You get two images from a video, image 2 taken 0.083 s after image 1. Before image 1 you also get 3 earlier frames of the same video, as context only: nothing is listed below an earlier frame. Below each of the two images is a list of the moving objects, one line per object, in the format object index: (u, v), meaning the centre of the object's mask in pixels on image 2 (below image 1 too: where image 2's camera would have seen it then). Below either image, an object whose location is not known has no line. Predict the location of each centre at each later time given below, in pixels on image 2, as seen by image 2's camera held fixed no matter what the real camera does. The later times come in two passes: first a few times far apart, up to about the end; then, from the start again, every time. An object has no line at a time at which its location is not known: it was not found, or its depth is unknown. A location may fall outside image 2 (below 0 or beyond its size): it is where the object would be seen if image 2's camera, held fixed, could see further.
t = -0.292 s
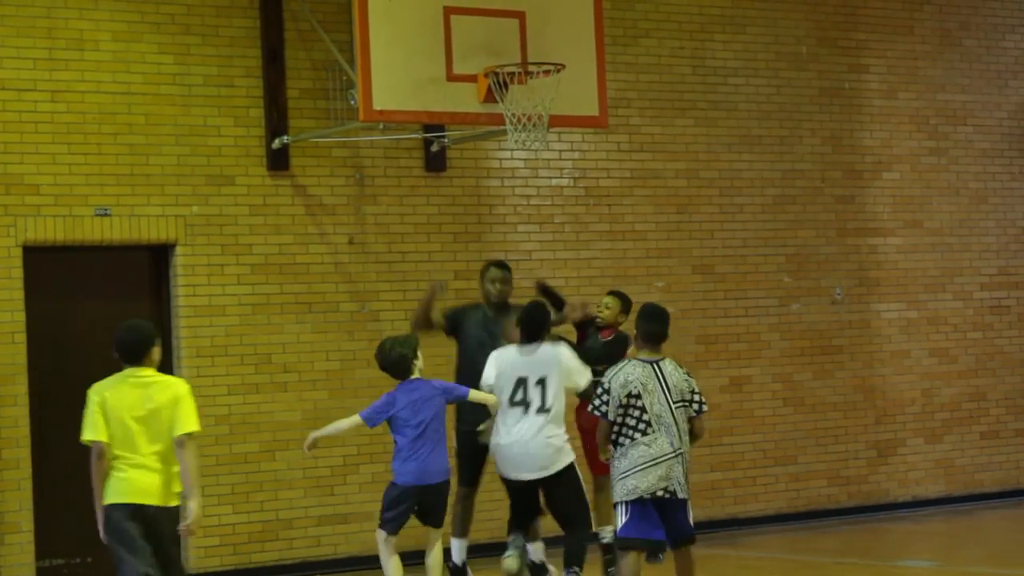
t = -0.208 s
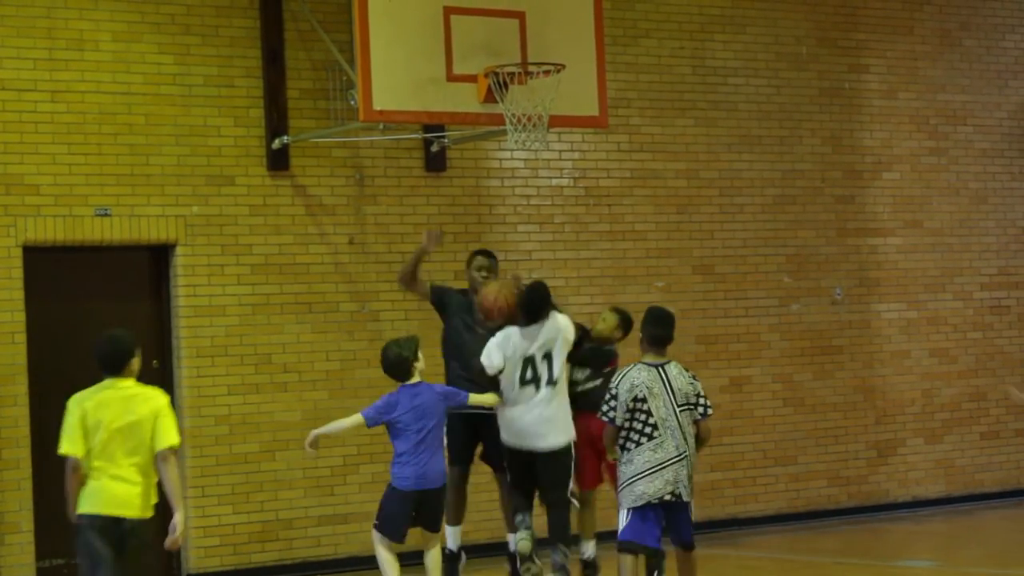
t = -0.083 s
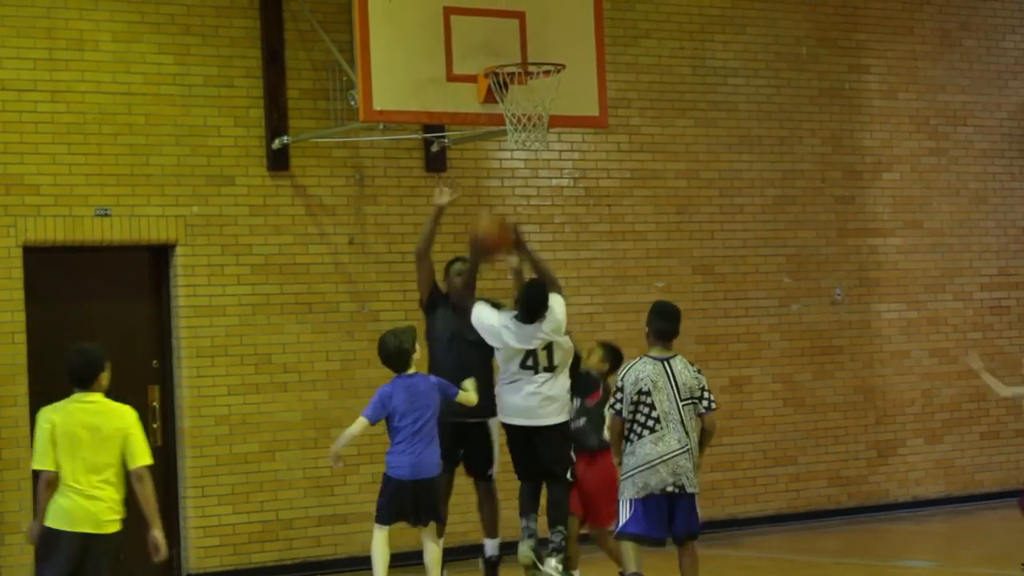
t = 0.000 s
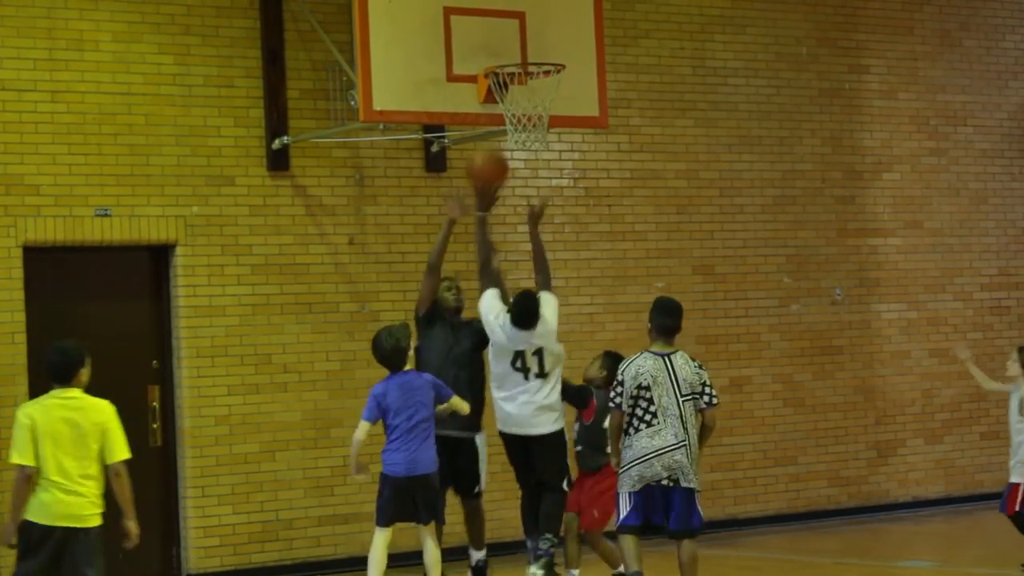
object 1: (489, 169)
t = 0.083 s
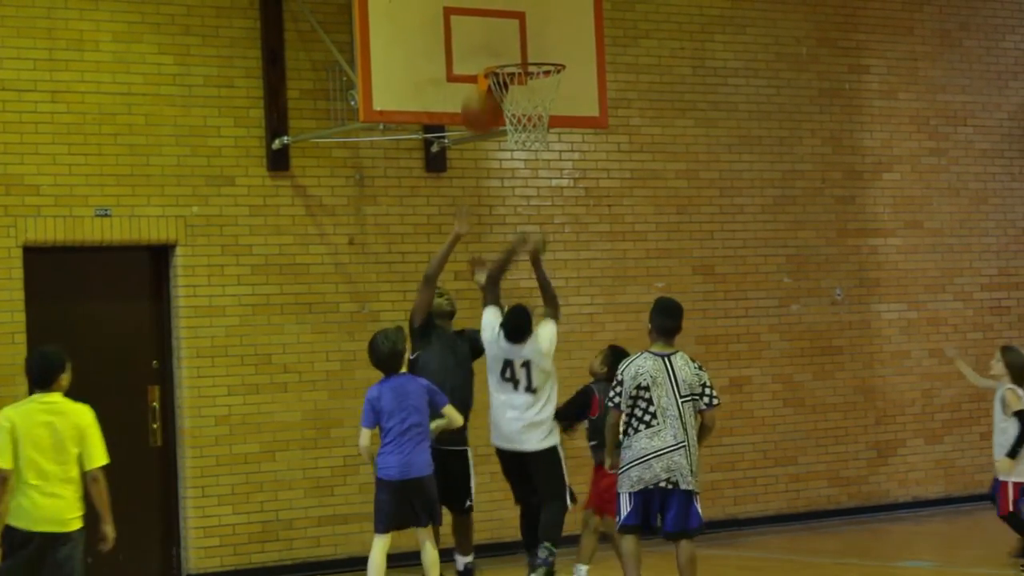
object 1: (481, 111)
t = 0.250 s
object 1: (475, 40)
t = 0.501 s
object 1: (469, 23)
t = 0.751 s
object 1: (538, 82)
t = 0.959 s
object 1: (513, 179)
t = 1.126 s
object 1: (500, 299)
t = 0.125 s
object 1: (481, 89)
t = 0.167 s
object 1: (479, 69)
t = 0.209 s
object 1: (476, 53)
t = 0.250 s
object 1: (475, 40)
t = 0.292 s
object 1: (473, 31)
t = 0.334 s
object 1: (473, 23)
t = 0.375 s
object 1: (471, 19)
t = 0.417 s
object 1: (470, 18)
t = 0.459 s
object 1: (469, 19)
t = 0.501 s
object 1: (469, 23)
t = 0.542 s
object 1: (479, 27)
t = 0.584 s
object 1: (493, 33)
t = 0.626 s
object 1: (507, 41)
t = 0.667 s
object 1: (522, 51)
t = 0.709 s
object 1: (537, 67)
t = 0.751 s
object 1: (538, 82)
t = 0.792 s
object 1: (532, 95)
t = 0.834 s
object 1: (527, 115)
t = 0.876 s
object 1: (521, 133)
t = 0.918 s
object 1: (517, 156)
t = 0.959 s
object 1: (513, 179)
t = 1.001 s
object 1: (510, 205)
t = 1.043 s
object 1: (506, 233)
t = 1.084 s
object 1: (503, 264)
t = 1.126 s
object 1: (500, 299)
